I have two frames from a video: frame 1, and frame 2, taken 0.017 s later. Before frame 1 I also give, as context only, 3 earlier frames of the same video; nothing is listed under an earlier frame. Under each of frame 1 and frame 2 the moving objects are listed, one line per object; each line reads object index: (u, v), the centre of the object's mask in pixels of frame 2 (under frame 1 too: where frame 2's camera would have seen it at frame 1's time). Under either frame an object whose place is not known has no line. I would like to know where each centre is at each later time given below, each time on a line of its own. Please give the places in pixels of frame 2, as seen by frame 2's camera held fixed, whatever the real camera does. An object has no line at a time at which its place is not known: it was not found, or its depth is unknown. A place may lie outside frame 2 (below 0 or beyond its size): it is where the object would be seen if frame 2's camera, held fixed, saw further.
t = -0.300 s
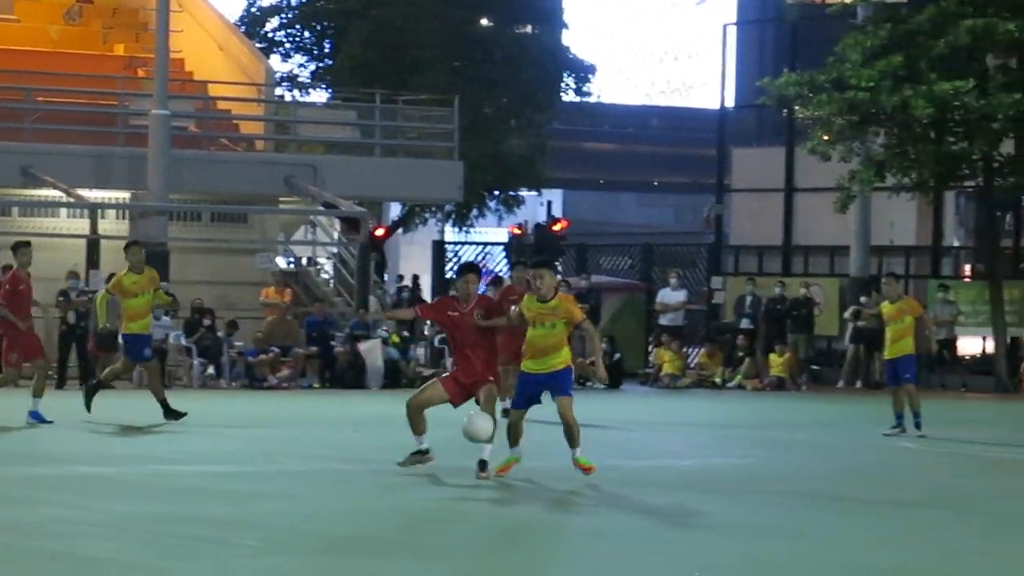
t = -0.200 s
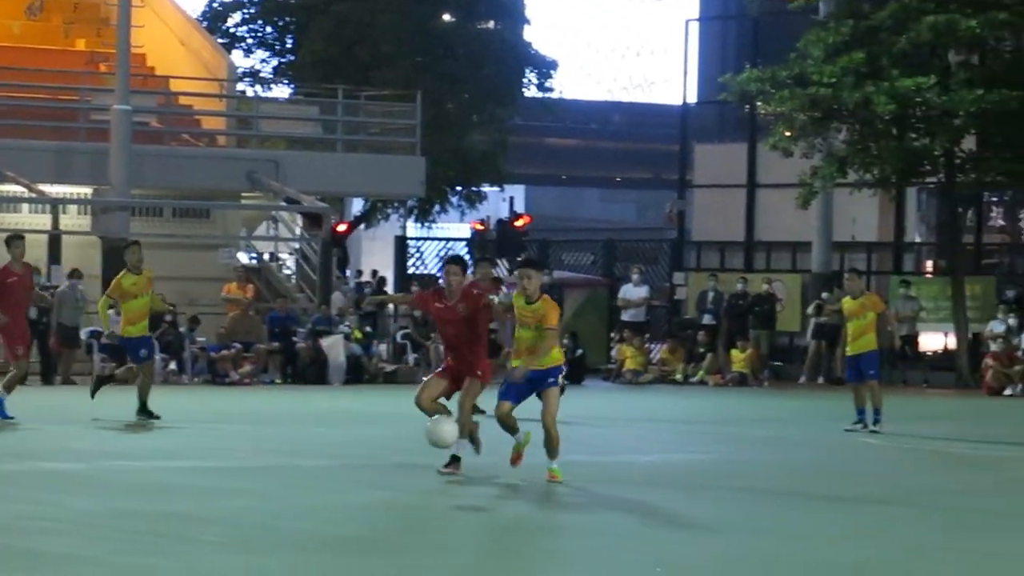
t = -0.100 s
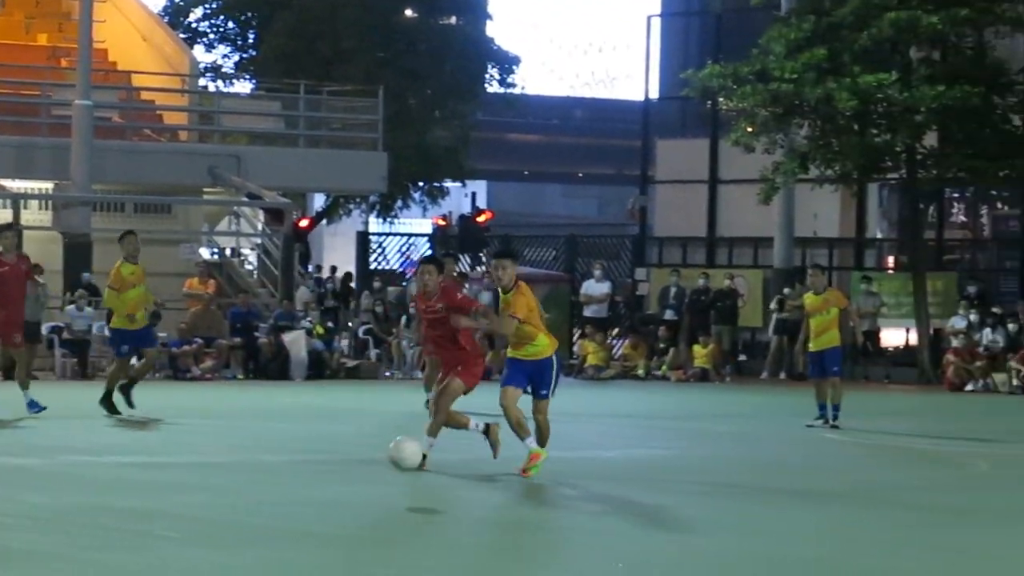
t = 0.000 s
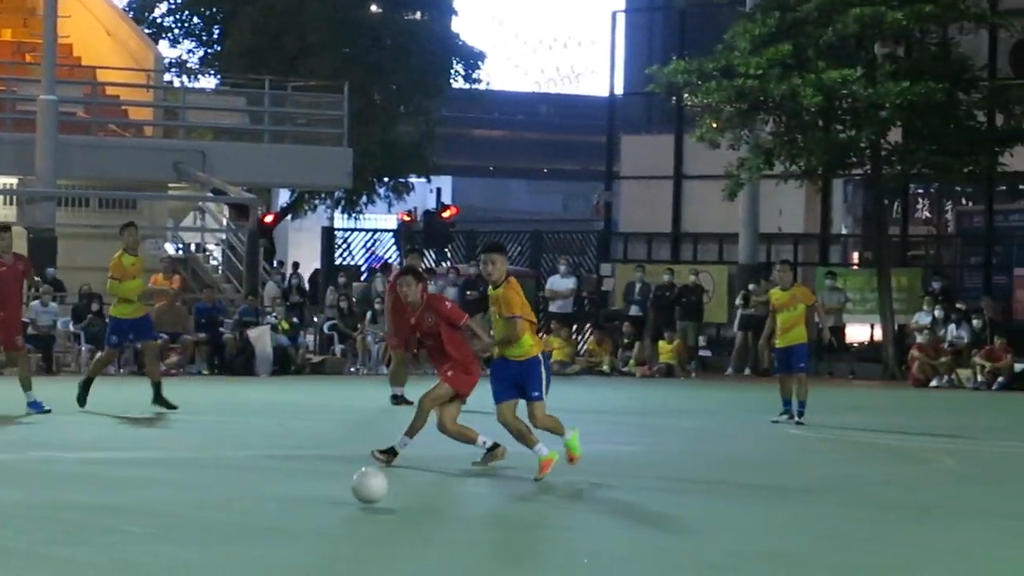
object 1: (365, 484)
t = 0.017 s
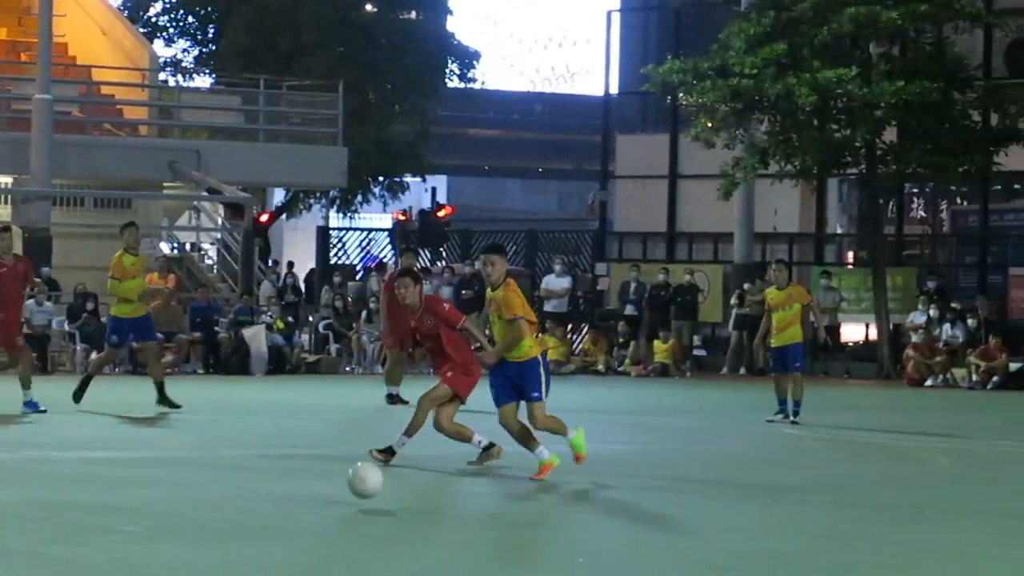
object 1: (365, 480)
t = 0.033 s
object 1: (365, 476)
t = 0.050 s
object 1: (365, 472)
